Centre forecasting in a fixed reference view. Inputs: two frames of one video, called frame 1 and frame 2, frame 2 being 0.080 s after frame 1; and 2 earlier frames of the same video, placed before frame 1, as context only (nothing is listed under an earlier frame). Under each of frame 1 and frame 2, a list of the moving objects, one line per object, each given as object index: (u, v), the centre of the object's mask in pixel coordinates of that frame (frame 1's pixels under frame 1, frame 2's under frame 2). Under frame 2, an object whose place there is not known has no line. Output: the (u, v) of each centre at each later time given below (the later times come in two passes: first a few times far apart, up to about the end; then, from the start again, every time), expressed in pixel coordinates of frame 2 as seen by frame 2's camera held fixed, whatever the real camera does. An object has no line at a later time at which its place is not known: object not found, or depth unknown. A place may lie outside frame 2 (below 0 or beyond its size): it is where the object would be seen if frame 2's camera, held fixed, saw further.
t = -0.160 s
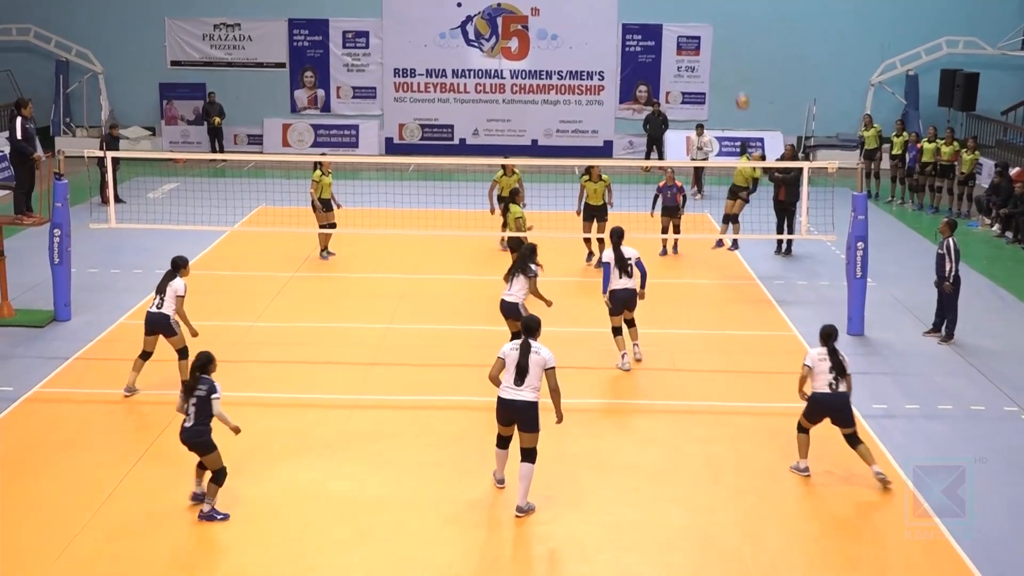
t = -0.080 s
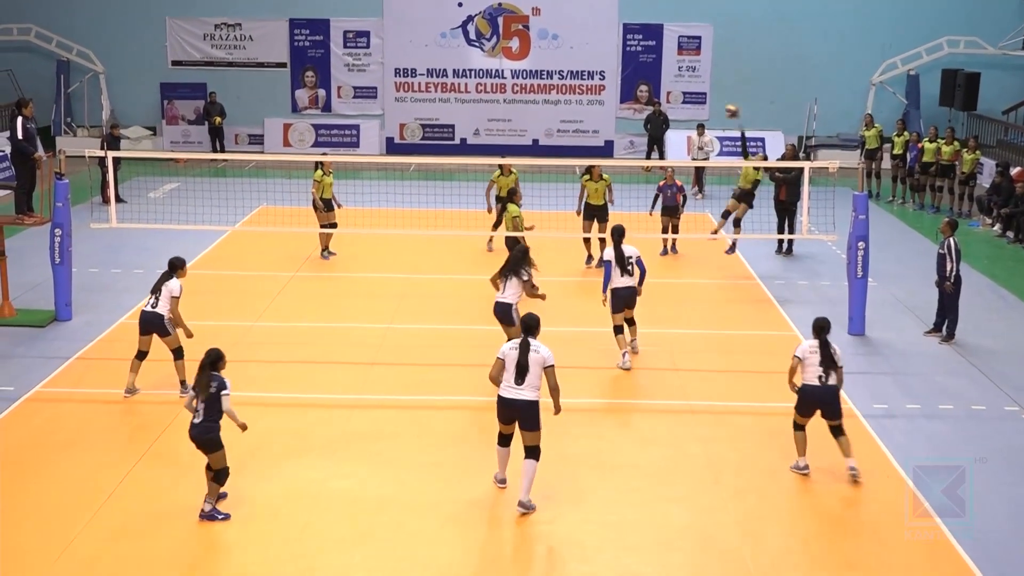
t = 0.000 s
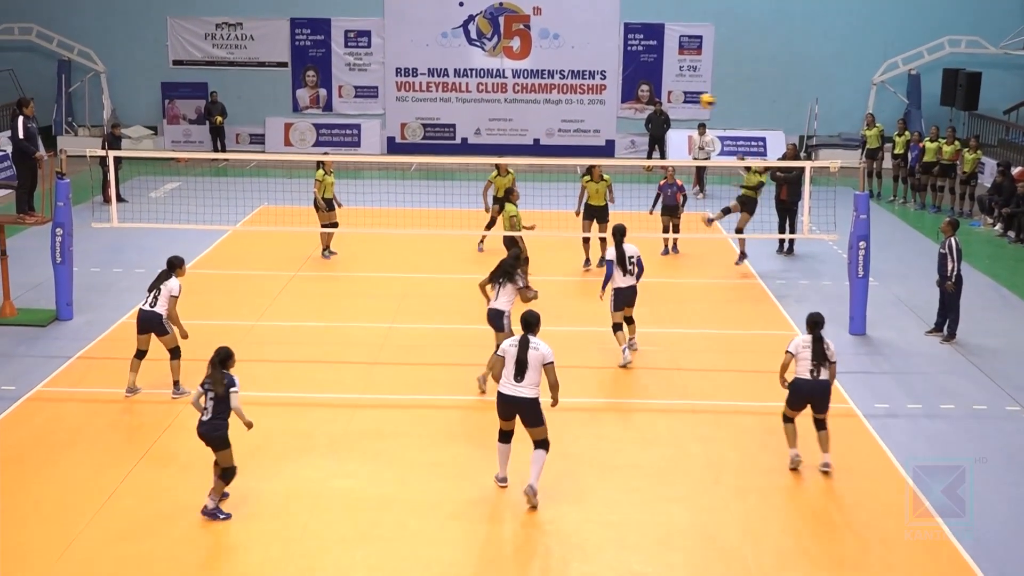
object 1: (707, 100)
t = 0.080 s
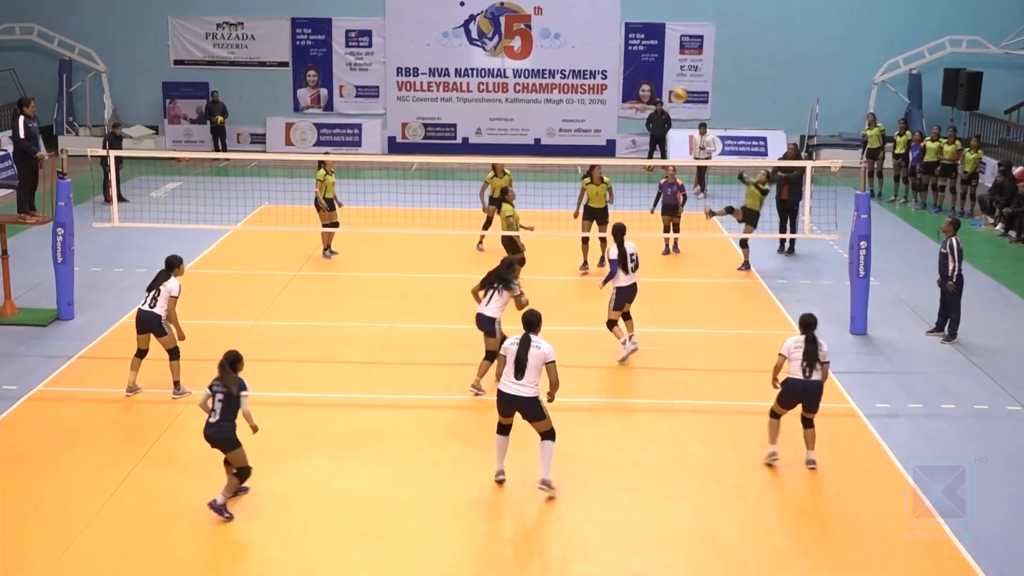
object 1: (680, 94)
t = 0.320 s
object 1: (580, 102)
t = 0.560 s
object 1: (444, 167)
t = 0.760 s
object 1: (294, 288)
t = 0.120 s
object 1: (665, 93)
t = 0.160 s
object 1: (648, 91)
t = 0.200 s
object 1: (632, 91)
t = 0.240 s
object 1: (617, 93)
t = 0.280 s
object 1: (599, 96)
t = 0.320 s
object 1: (580, 102)
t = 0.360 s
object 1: (560, 108)
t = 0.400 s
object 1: (538, 116)
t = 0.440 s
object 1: (517, 125)
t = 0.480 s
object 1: (493, 138)
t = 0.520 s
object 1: (470, 150)
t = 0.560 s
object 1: (444, 167)
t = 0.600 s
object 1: (418, 185)
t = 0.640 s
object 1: (389, 208)
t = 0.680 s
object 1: (360, 234)
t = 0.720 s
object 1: (331, 258)
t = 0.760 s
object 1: (294, 288)
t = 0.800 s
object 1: (259, 319)
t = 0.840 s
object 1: (225, 356)
